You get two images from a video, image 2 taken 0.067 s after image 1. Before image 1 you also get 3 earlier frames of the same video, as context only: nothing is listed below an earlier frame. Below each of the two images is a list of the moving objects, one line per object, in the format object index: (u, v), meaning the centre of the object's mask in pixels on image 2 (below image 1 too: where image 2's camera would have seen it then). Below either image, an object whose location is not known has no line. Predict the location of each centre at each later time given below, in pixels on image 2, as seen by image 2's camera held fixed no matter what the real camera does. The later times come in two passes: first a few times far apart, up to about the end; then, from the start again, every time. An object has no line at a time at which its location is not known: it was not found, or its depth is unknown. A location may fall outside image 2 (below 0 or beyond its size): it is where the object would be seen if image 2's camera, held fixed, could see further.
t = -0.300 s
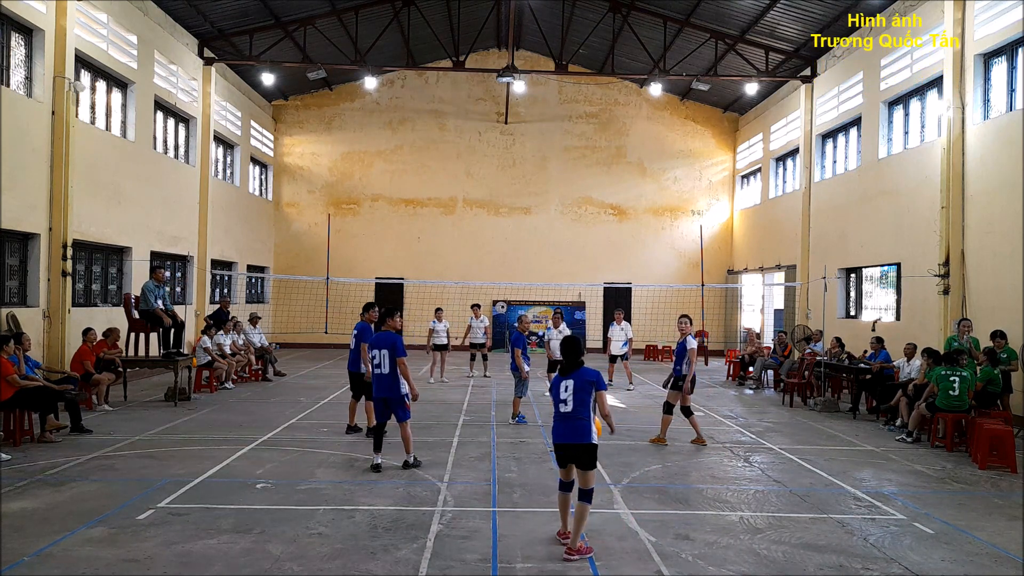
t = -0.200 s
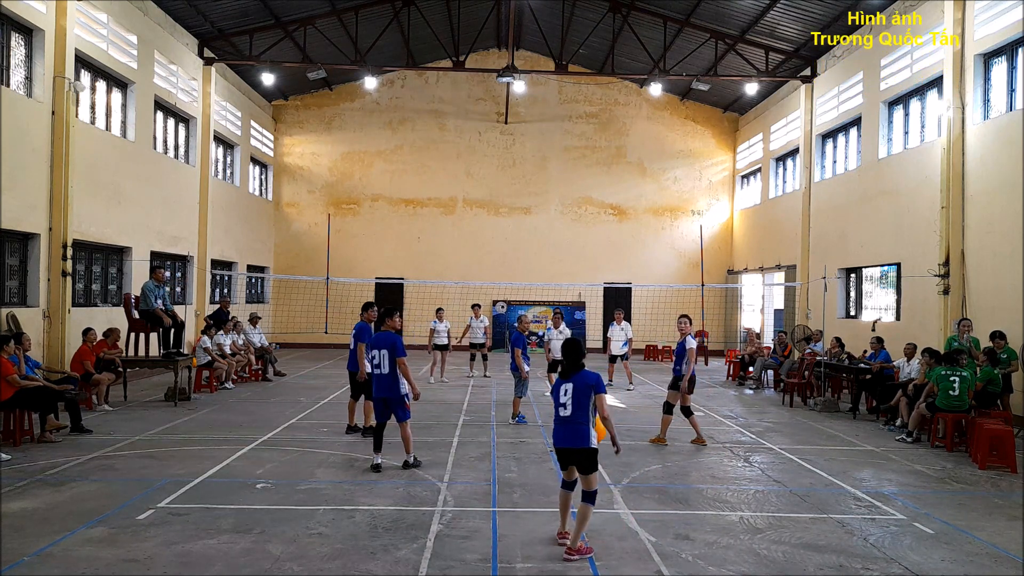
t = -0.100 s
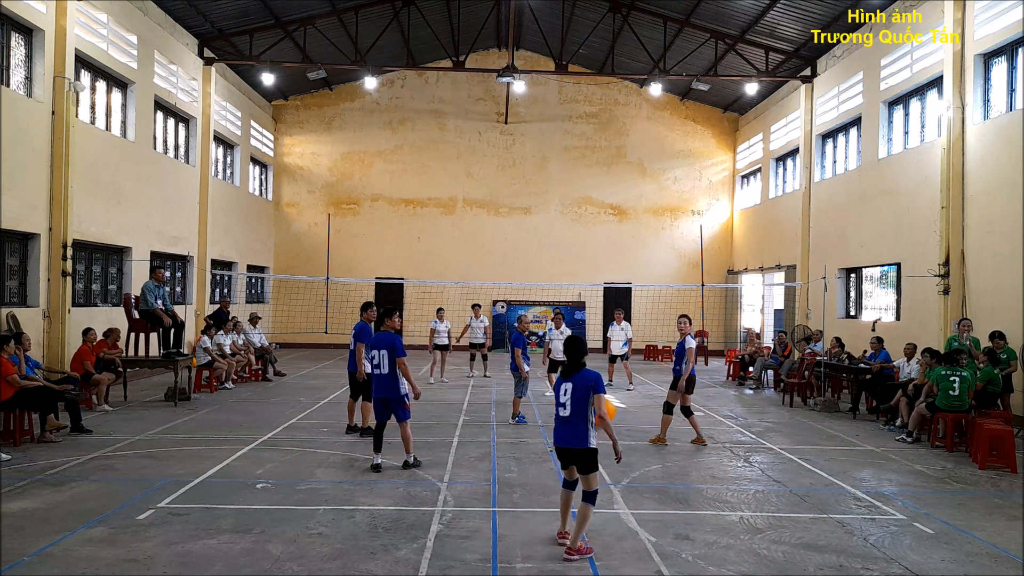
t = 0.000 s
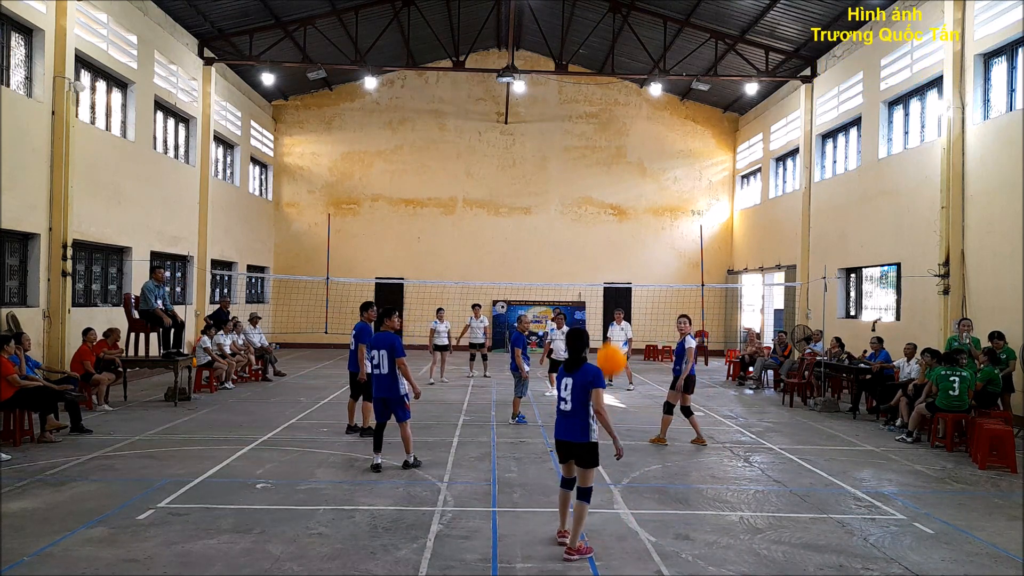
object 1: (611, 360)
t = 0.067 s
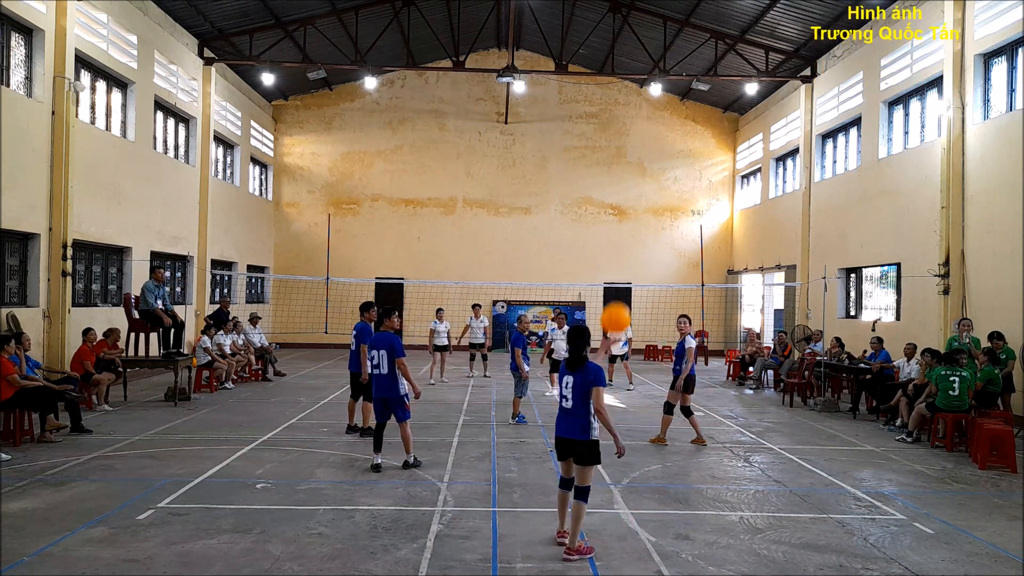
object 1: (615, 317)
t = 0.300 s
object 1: (627, 228)
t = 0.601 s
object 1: (638, 209)
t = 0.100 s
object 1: (617, 302)
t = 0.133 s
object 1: (618, 288)
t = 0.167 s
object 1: (620, 271)
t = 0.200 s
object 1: (622, 259)
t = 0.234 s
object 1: (624, 247)
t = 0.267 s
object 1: (625, 237)
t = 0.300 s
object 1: (627, 228)
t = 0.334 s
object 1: (628, 220)
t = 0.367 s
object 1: (629, 214)
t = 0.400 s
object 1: (631, 209)
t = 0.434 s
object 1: (632, 206)
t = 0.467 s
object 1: (633, 204)
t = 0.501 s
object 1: (635, 203)
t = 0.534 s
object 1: (636, 204)
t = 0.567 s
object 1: (637, 206)
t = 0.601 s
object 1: (638, 209)
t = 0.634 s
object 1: (639, 213)
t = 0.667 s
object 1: (640, 220)
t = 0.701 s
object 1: (641, 227)
